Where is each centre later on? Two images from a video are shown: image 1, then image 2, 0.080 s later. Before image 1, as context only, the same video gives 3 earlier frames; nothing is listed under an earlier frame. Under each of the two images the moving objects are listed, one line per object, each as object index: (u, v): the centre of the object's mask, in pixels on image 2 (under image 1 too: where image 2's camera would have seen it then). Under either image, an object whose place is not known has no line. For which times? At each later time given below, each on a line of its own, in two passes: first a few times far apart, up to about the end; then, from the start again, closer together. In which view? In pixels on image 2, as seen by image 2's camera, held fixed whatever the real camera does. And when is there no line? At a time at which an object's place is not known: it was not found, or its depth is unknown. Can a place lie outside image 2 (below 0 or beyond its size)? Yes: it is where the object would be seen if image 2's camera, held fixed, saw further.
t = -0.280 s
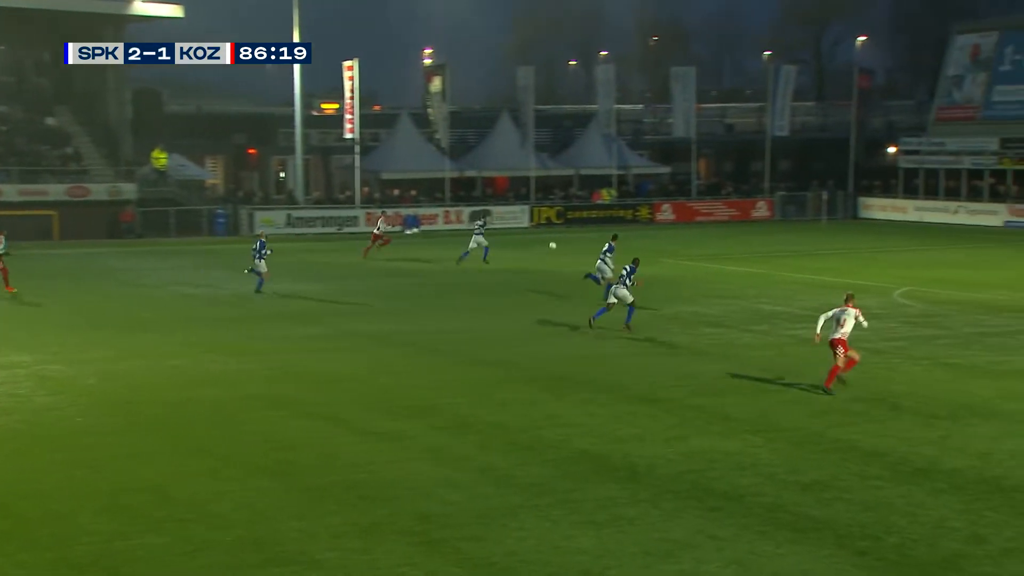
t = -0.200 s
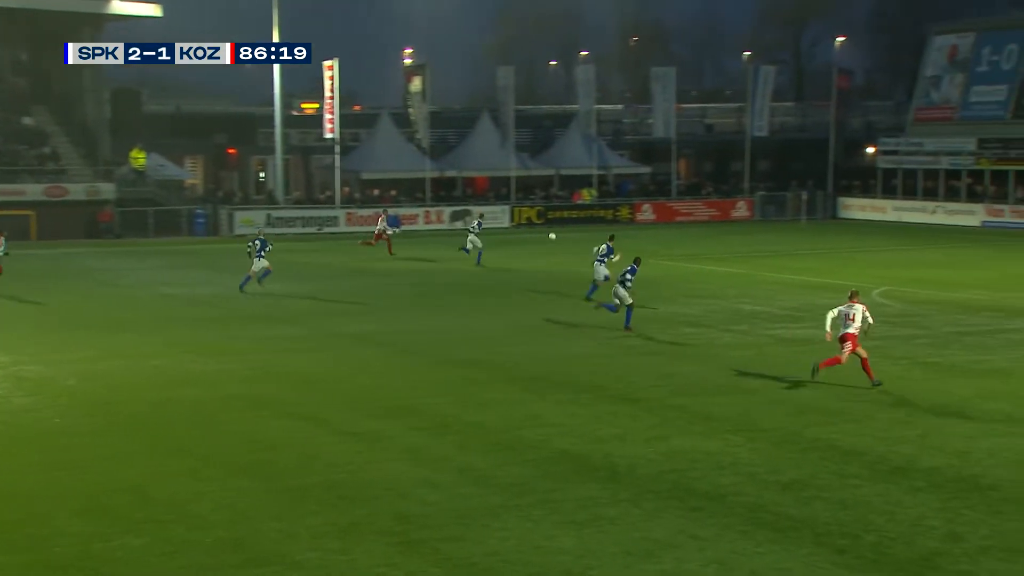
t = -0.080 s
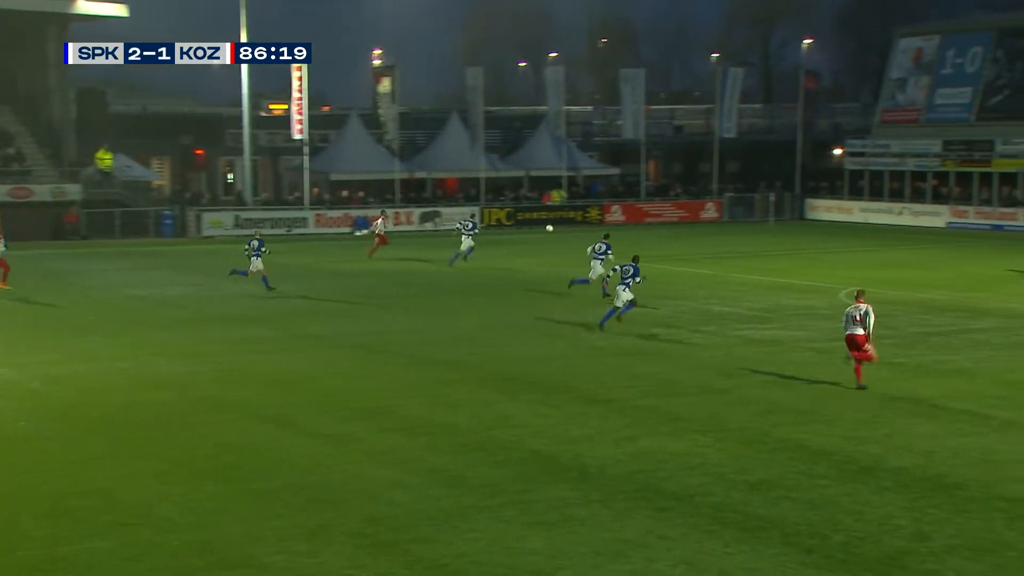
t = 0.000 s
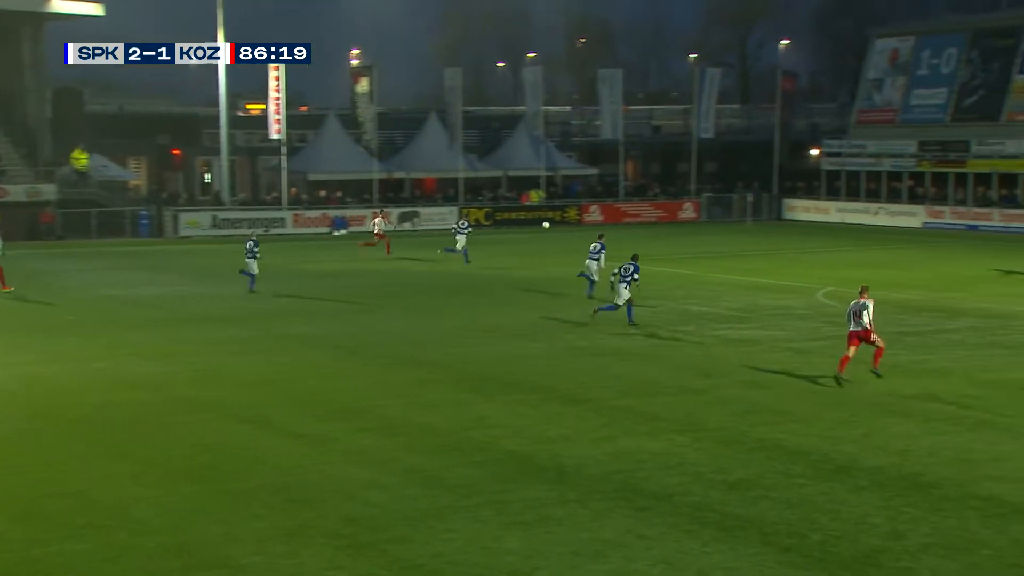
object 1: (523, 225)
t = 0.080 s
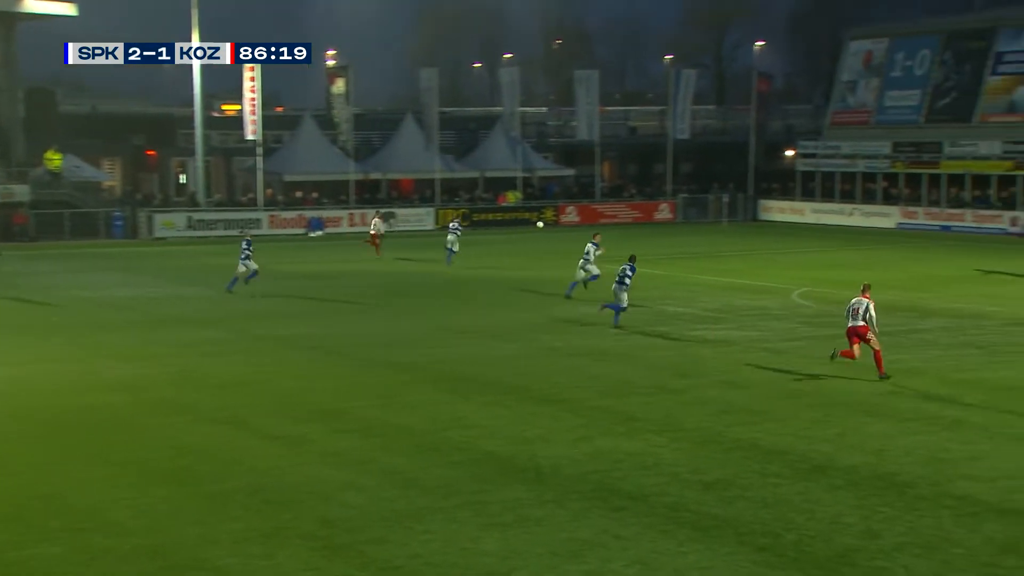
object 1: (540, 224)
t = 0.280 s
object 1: (578, 232)
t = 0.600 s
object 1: (633, 246)
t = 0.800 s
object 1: (660, 237)
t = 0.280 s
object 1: (578, 232)
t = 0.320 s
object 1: (586, 235)
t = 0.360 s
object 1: (594, 238)
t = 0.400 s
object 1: (601, 242)
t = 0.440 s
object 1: (608, 246)
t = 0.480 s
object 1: (615, 250)
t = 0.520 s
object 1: (622, 253)
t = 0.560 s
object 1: (628, 249)
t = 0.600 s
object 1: (633, 246)
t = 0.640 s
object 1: (638, 244)
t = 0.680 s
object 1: (644, 242)
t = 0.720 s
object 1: (649, 240)
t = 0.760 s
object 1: (654, 238)
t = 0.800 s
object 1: (660, 237)
